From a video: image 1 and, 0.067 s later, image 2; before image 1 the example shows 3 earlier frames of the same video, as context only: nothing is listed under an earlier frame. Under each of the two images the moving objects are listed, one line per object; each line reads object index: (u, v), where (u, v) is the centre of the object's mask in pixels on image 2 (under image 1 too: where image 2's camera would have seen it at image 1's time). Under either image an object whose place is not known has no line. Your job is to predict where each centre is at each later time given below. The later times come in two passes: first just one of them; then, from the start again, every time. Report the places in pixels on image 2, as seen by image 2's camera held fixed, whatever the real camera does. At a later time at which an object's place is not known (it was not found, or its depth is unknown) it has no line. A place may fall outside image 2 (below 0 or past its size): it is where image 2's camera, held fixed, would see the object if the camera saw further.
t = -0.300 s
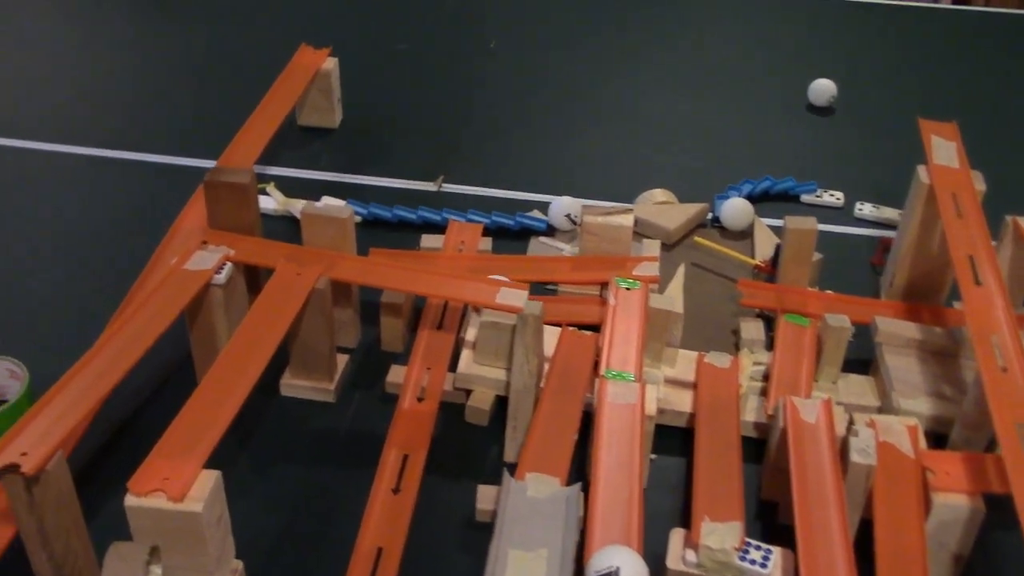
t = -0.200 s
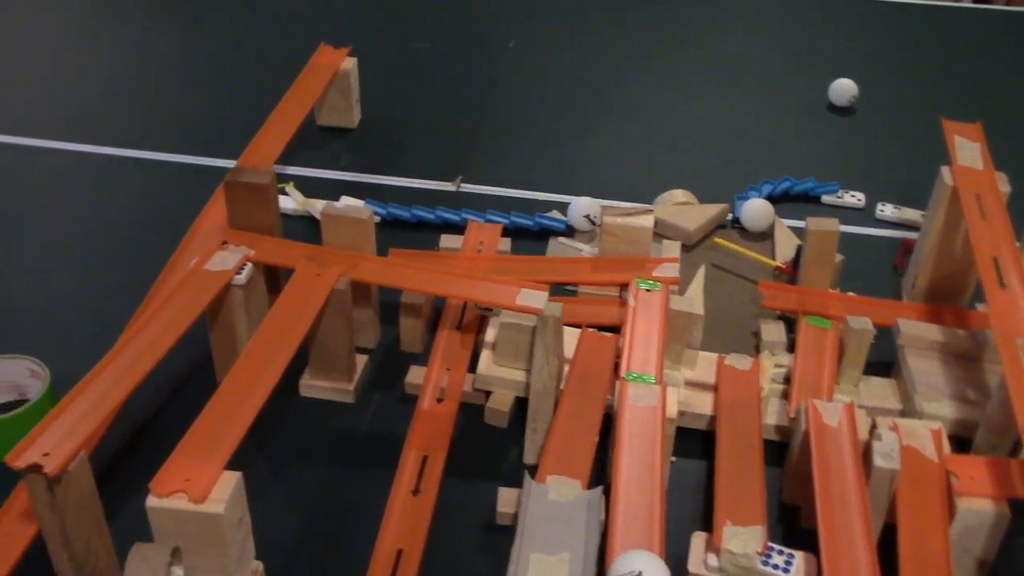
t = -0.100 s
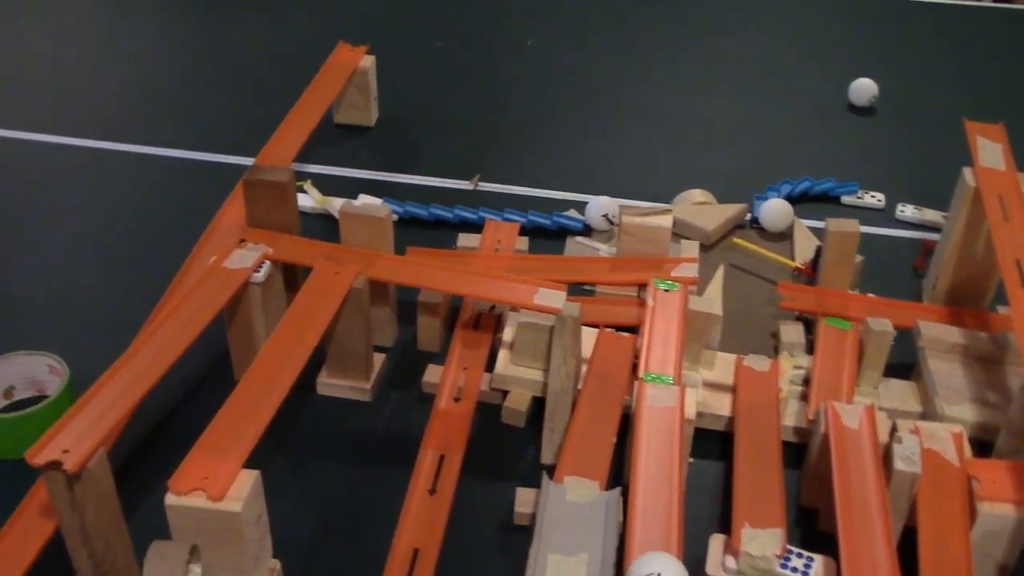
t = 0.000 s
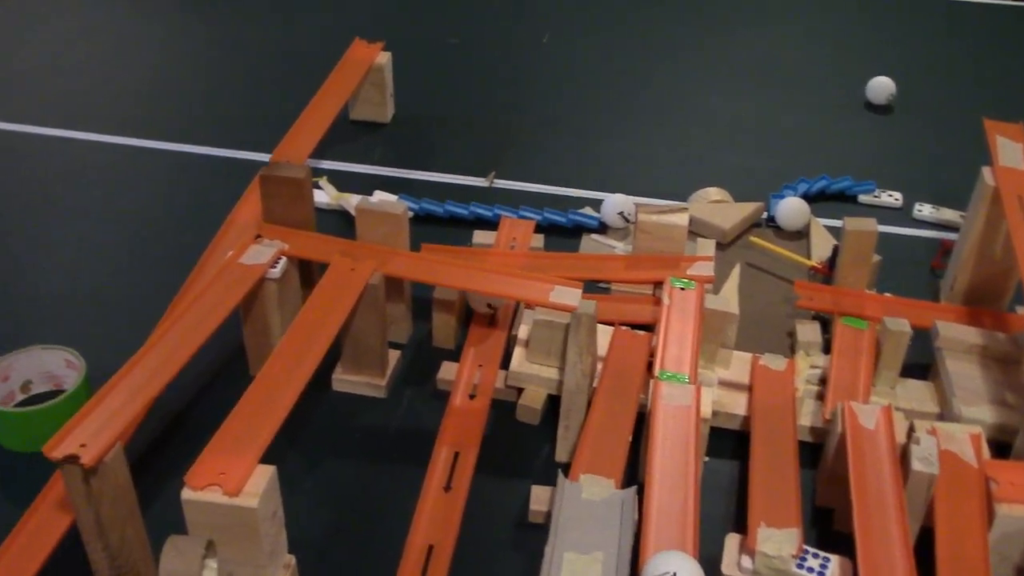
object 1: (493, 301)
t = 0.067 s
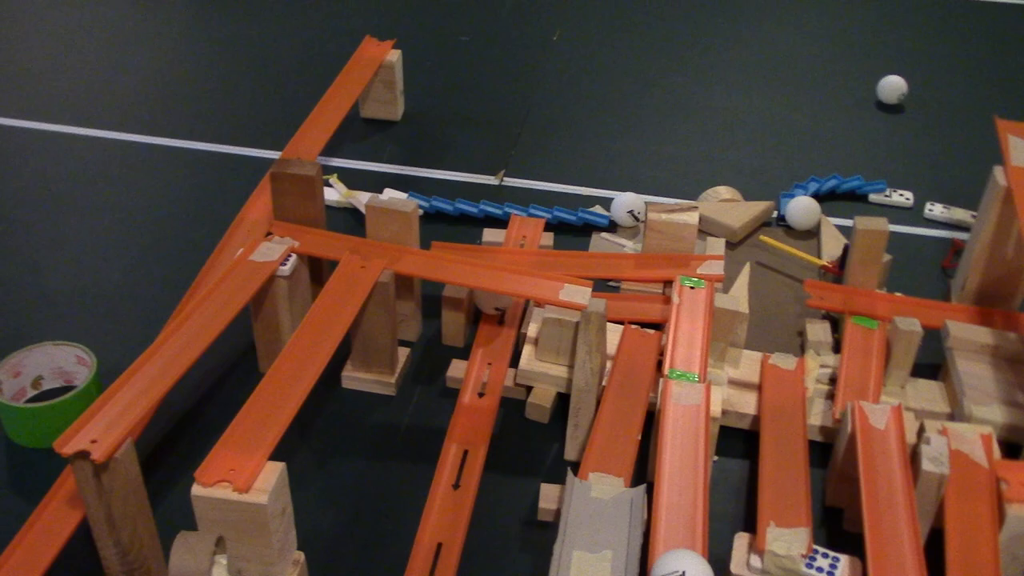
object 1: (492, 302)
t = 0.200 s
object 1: (506, 309)
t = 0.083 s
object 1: (493, 303)
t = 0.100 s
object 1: (495, 305)
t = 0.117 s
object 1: (497, 306)
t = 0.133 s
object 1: (501, 307)
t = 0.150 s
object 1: (503, 308)
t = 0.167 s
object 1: (504, 309)
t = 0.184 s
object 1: (507, 309)
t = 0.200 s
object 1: (506, 309)
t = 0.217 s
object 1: (506, 310)
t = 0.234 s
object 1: (505, 311)
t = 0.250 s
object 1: (504, 311)
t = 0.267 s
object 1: (502, 312)
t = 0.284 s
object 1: (499, 313)
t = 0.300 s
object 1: (496, 314)
